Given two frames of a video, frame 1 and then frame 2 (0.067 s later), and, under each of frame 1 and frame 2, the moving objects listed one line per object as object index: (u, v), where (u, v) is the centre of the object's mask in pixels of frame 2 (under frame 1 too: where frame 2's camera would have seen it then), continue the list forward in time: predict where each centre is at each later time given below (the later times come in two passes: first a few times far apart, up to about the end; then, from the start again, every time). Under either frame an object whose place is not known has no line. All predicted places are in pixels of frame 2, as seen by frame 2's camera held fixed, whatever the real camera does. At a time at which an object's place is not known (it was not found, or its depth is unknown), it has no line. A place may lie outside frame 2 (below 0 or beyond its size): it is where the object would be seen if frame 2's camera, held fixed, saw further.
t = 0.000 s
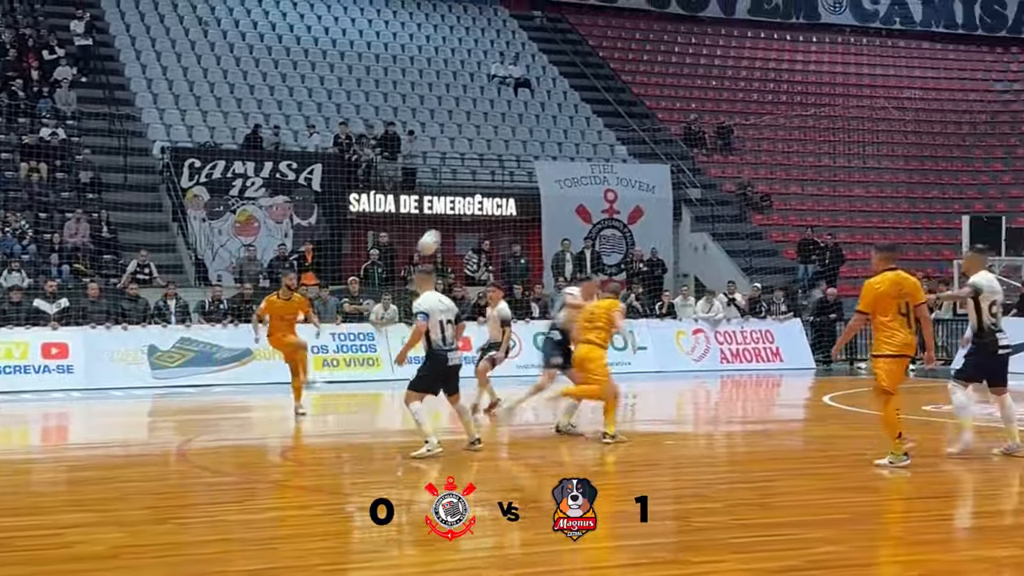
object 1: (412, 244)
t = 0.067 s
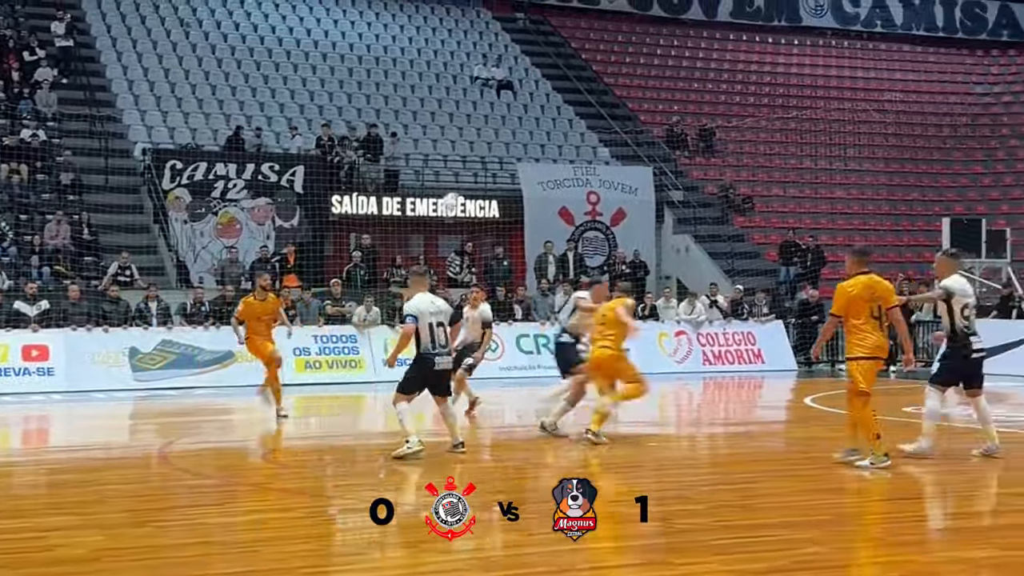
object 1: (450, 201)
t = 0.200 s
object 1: (522, 137)
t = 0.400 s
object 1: (640, 60)
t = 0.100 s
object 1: (467, 186)
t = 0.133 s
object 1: (486, 168)
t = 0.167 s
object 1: (505, 152)
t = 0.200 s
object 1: (522, 137)
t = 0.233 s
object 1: (542, 122)
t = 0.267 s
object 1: (561, 108)
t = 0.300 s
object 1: (581, 95)
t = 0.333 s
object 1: (600, 82)
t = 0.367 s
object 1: (620, 71)
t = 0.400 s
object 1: (640, 60)
